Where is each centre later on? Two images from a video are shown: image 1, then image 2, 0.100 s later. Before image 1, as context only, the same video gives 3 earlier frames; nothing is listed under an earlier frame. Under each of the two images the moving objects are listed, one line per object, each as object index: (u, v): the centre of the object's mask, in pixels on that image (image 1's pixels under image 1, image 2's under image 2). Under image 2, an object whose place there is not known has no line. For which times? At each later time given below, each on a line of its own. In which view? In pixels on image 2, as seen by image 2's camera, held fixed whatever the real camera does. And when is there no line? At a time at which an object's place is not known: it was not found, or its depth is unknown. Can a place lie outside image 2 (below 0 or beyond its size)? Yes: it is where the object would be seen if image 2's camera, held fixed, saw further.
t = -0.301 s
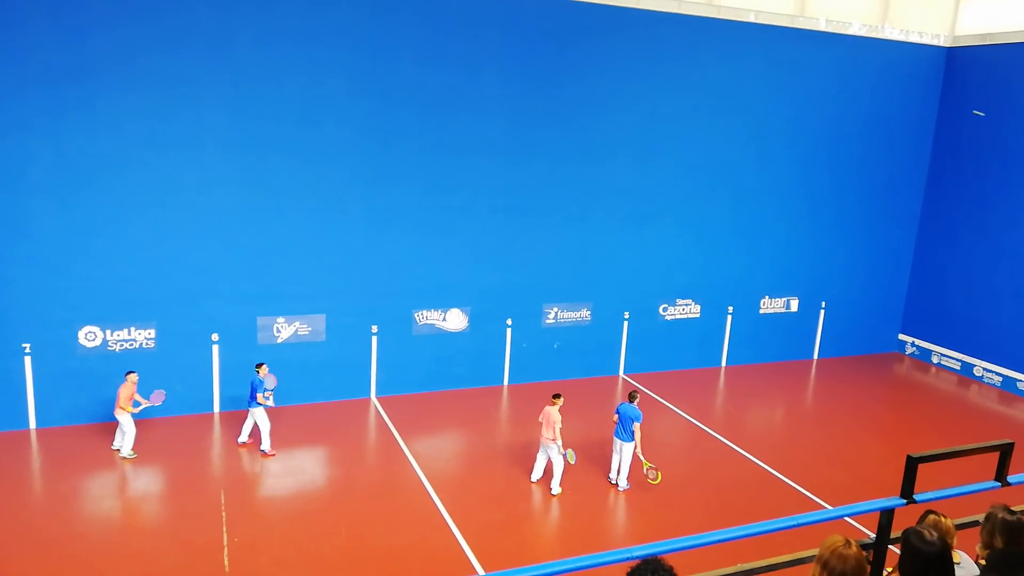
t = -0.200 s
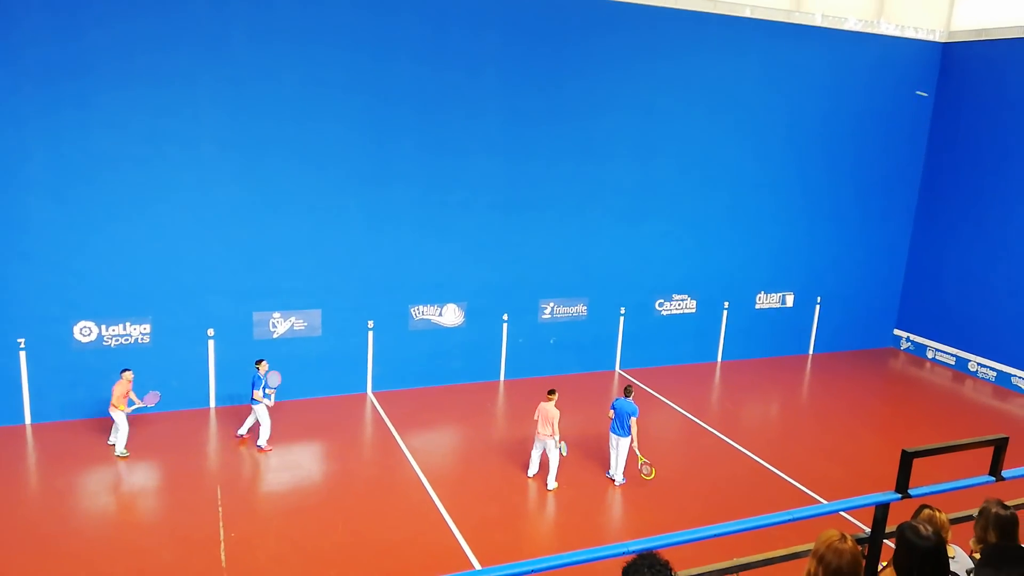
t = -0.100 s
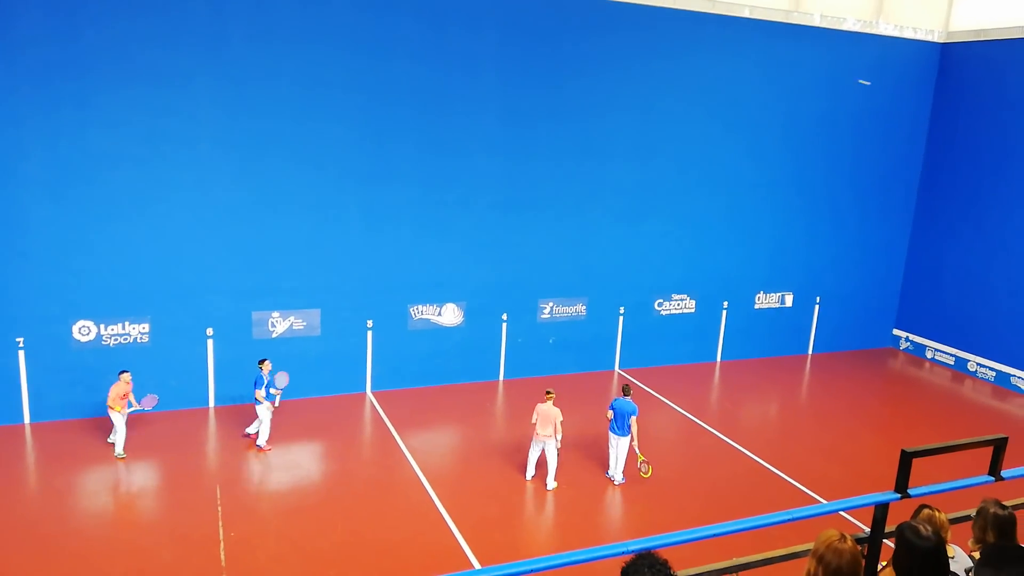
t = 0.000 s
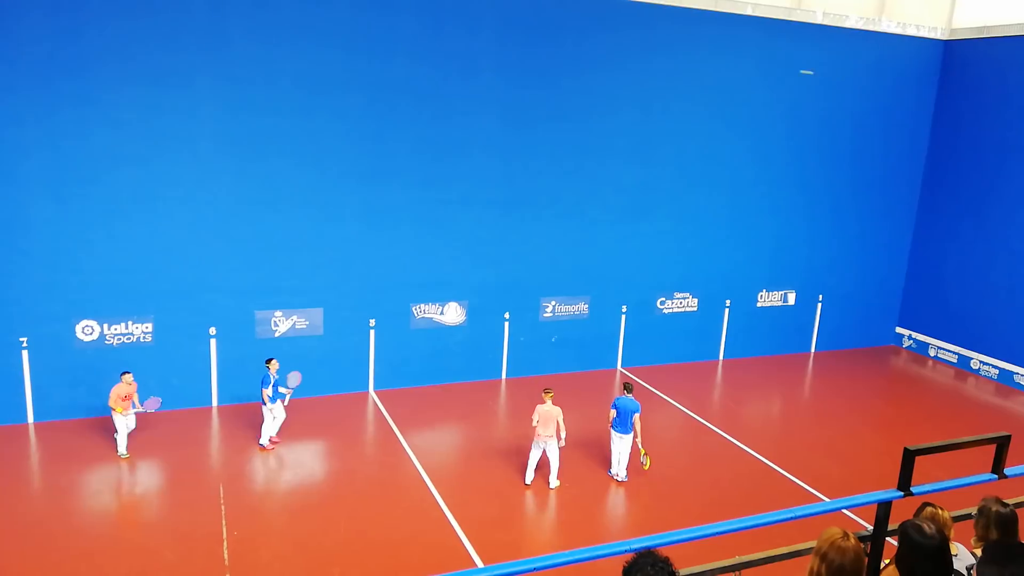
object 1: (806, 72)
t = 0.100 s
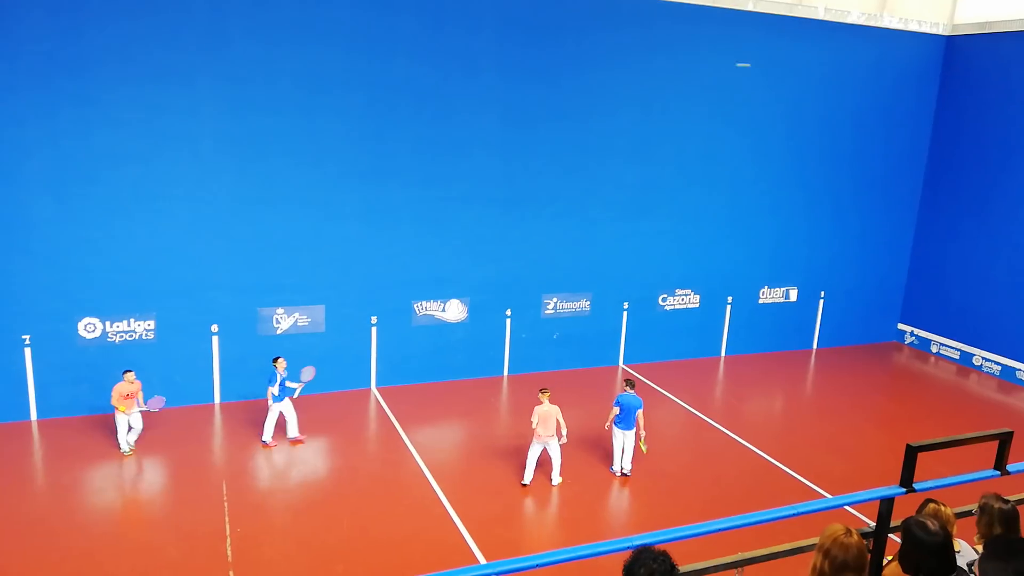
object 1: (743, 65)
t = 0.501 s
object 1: (437, 103)
